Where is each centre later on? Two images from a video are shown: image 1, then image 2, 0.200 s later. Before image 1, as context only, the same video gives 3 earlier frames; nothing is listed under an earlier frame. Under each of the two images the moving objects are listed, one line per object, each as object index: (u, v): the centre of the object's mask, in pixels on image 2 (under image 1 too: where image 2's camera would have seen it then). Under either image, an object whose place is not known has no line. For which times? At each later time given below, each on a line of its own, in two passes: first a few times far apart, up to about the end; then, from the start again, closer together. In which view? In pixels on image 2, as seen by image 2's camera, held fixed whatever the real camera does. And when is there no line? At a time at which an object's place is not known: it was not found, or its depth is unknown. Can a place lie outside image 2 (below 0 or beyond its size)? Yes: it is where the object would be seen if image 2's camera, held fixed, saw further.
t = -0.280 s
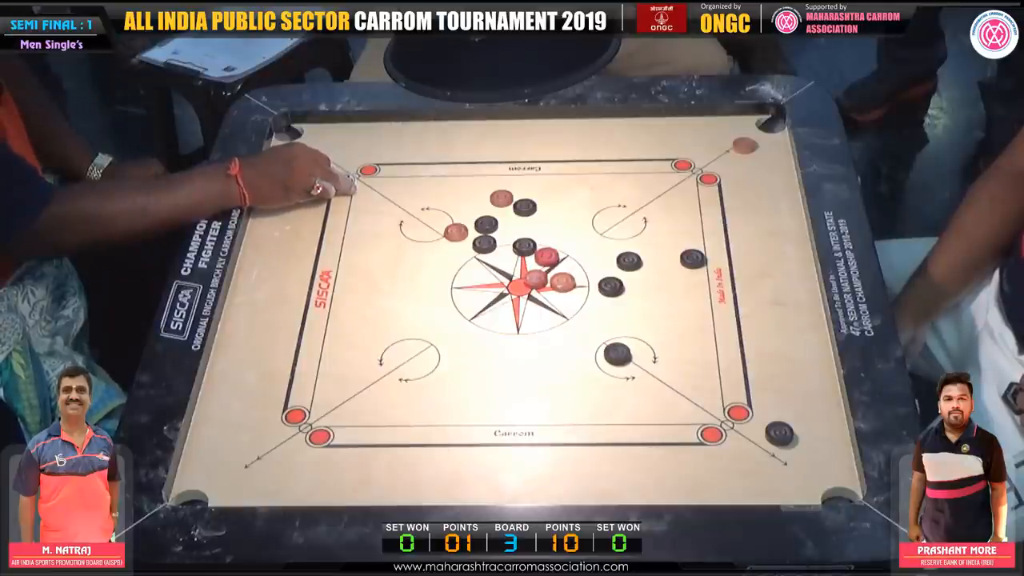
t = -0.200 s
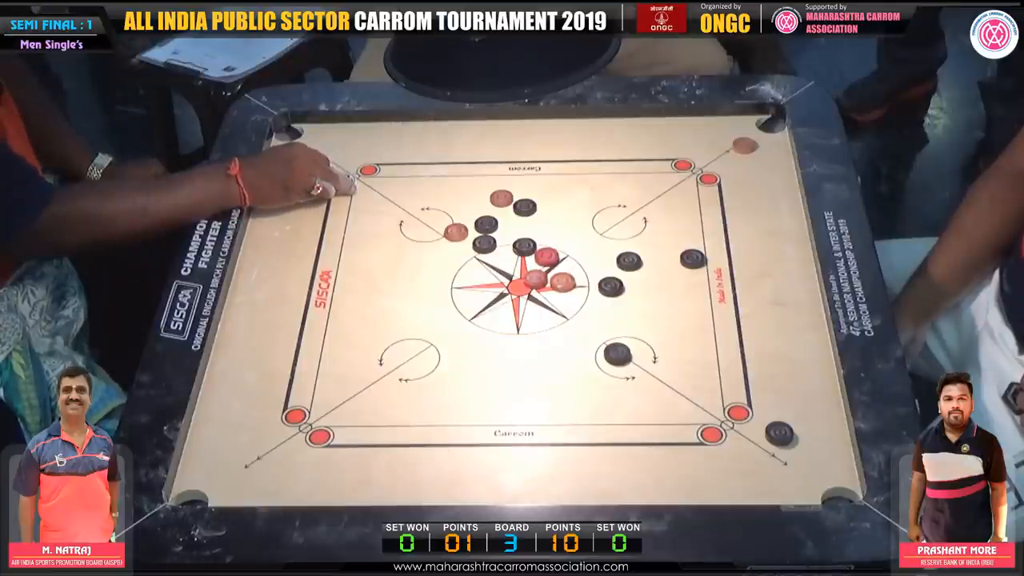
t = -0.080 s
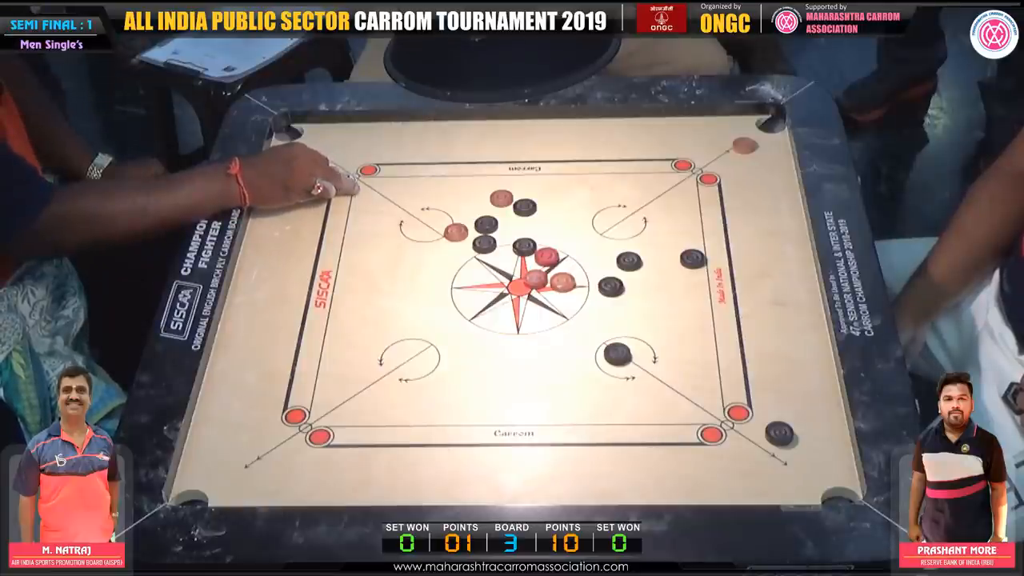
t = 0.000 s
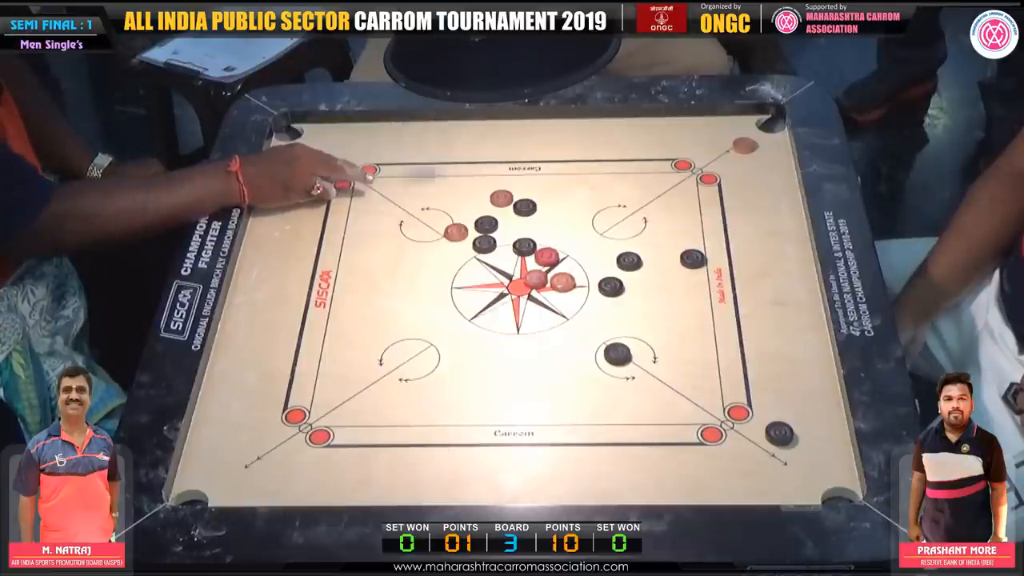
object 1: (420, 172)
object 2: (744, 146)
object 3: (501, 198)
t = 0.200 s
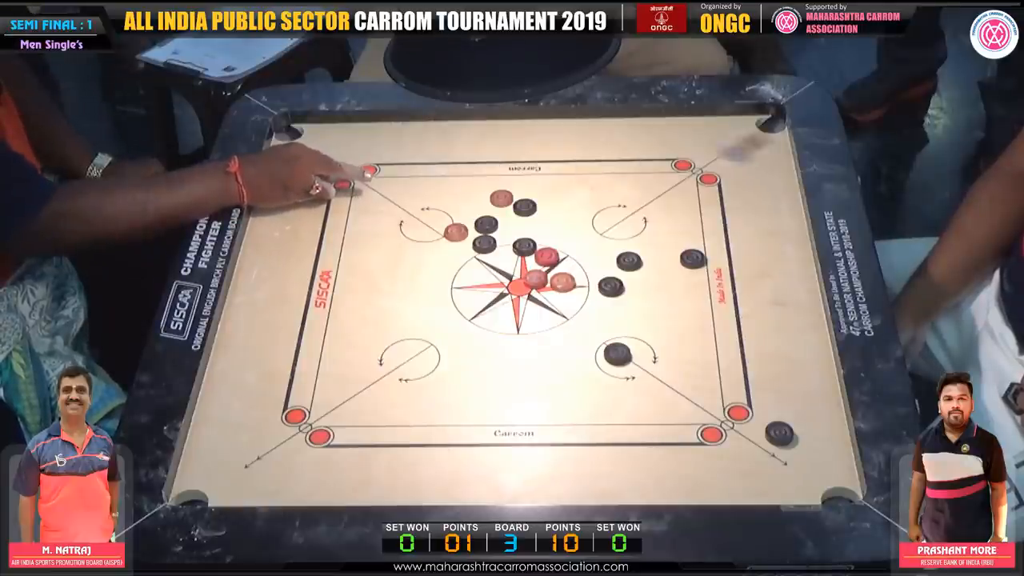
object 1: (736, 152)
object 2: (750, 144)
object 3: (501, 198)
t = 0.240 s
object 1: (775, 159)
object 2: (755, 123)
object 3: (501, 198)
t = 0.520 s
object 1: (580, 181)
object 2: (538, 182)
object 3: (501, 198)
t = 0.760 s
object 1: (473, 193)
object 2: (424, 200)
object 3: (417, 227)
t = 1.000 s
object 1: (422, 200)
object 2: (360, 209)
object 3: (373, 243)
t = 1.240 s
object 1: (411, 203)
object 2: (352, 207)
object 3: (370, 244)
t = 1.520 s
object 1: (411, 203)
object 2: (354, 209)
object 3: (370, 244)
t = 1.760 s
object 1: (411, 203)
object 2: (354, 210)
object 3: (370, 244)
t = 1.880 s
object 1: (411, 203)
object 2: (354, 210)
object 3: (370, 244)
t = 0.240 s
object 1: (775, 159)
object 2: (755, 123)
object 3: (501, 198)
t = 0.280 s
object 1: (756, 162)
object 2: (720, 121)
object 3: (501, 198)
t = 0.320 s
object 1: (723, 165)
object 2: (684, 135)
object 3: (501, 198)
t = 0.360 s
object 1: (690, 168)
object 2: (656, 145)
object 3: (501, 198)
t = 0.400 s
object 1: (664, 171)
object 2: (623, 152)
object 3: (501, 198)
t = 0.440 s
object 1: (635, 174)
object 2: (594, 166)
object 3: (501, 198)
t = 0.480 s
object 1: (606, 177)
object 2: (567, 172)
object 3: (501, 198)
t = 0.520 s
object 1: (580, 181)
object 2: (538, 182)
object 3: (501, 198)
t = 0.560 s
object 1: (555, 183)
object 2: (521, 188)
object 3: (496, 200)
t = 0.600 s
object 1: (535, 185)
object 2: (505, 186)
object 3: (477, 206)
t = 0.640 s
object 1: (516, 187)
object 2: (481, 192)
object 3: (460, 212)
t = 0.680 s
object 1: (501, 190)
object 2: (461, 192)
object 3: (444, 217)
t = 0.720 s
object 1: (486, 191)
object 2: (443, 196)
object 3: (430, 222)
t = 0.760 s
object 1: (473, 193)
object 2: (424, 200)
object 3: (417, 227)
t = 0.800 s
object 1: (462, 194)
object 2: (409, 202)
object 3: (406, 231)
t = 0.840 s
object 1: (451, 196)
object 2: (395, 205)
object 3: (396, 235)
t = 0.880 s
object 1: (441, 198)
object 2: (383, 205)
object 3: (387, 238)
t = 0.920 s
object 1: (434, 199)
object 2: (374, 208)
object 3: (381, 240)
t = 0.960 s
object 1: (427, 199)
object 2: (365, 207)
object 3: (376, 242)
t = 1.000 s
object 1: (422, 200)
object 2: (360, 209)
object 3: (373, 243)
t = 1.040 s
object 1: (417, 201)
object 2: (356, 209)
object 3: (371, 244)
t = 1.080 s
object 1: (415, 201)
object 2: (354, 210)
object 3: (370, 244)
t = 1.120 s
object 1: (412, 202)
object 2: (353, 209)
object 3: (370, 244)
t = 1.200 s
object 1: (411, 203)
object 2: (353, 208)
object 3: (370, 244)
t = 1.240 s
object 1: (411, 203)
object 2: (352, 207)
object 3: (370, 244)
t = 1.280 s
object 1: (411, 203)
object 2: (354, 207)
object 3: (370, 244)
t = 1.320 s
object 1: (411, 203)
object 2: (354, 207)
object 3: (370, 244)
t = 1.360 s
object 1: (411, 203)
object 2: (355, 208)
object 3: (370, 244)
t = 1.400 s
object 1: (411, 203)
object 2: (355, 208)
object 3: (370, 244)
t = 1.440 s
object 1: (411, 203)
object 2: (355, 209)
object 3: (370, 244)
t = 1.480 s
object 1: (411, 203)
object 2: (354, 210)
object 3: (370, 244)
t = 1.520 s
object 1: (411, 203)
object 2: (354, 209)
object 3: (370, 244)
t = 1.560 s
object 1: (411, 203)
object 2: (353, 209)
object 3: (370, 244)
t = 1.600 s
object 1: (411, 203)
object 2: (353, 209)
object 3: (370, 244)
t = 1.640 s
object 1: (411, 203)
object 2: (353, 209)
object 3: (371, 244)
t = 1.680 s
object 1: (411, 203)
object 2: (353, 209)
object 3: (370, 244)
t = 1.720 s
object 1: (411, 203)
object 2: (353, 210)
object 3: (370, 244)
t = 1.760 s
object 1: (411, 203)
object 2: (354, 210)
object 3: (370, 244)
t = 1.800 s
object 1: (411, 203)
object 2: (353, 210)
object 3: (370, 244)
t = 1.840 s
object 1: (411, 203)
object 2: (353, 210)
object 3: (370, 244)
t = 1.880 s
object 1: (411, 203)
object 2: (354, 210)
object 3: (370, 244)
